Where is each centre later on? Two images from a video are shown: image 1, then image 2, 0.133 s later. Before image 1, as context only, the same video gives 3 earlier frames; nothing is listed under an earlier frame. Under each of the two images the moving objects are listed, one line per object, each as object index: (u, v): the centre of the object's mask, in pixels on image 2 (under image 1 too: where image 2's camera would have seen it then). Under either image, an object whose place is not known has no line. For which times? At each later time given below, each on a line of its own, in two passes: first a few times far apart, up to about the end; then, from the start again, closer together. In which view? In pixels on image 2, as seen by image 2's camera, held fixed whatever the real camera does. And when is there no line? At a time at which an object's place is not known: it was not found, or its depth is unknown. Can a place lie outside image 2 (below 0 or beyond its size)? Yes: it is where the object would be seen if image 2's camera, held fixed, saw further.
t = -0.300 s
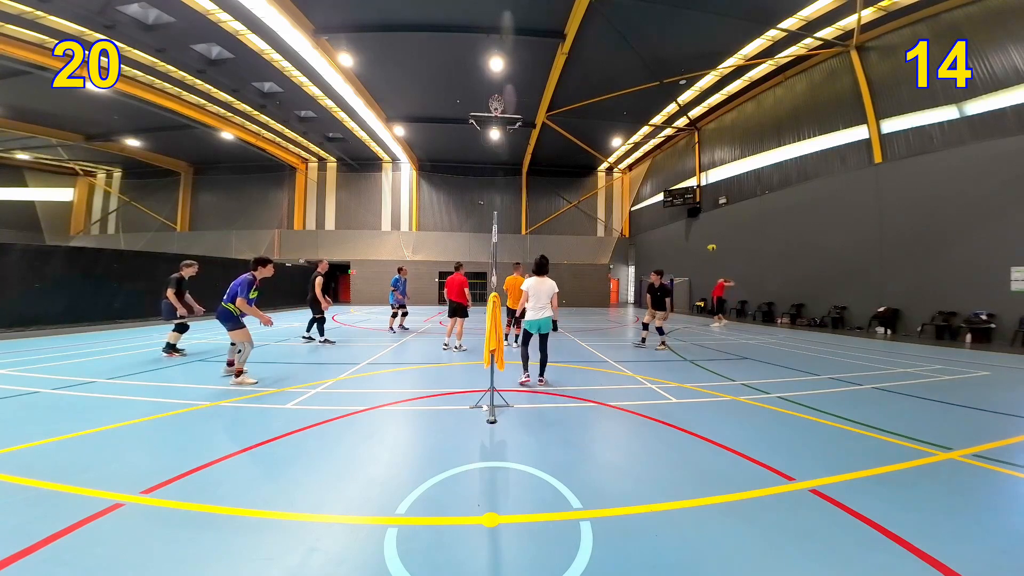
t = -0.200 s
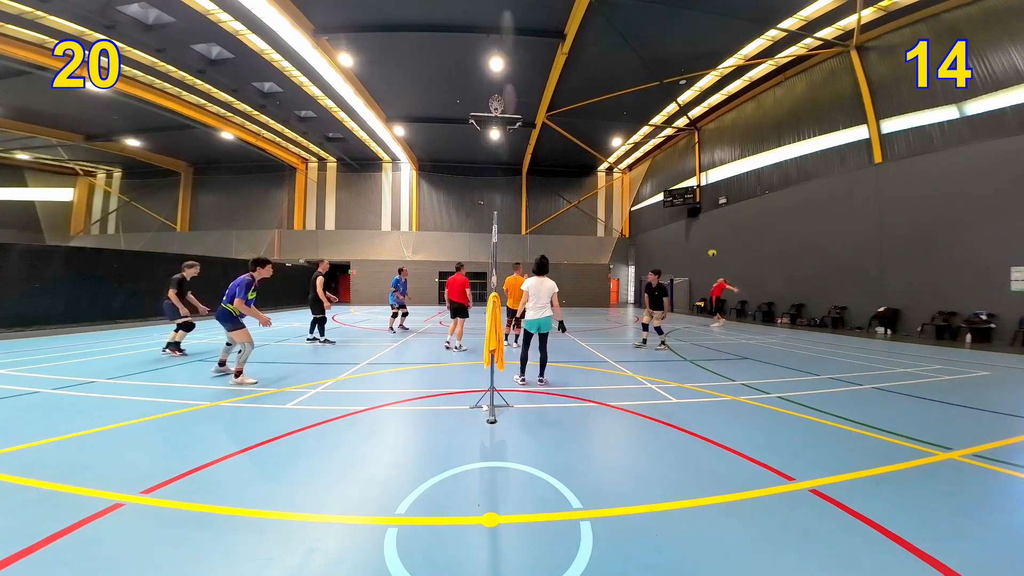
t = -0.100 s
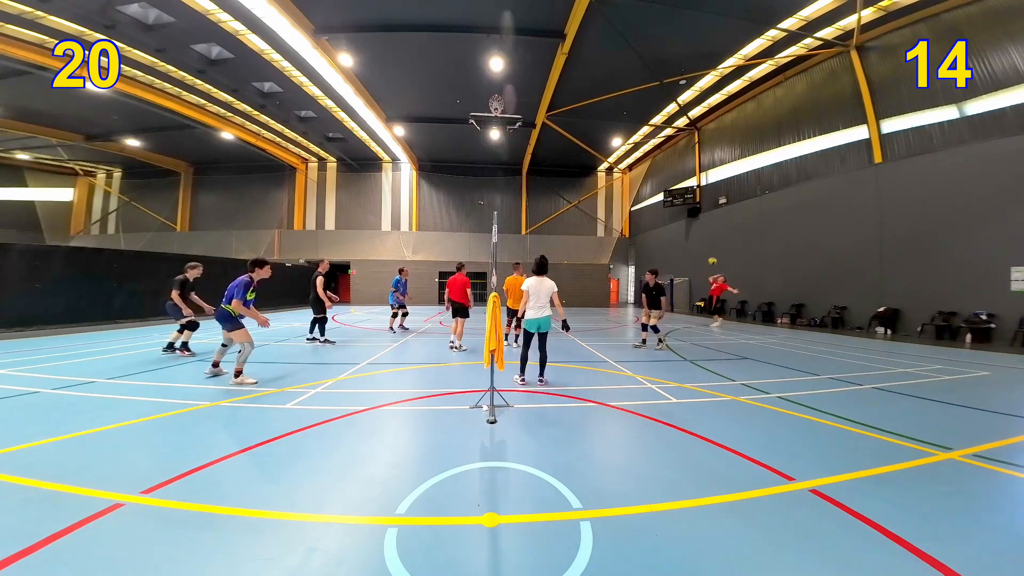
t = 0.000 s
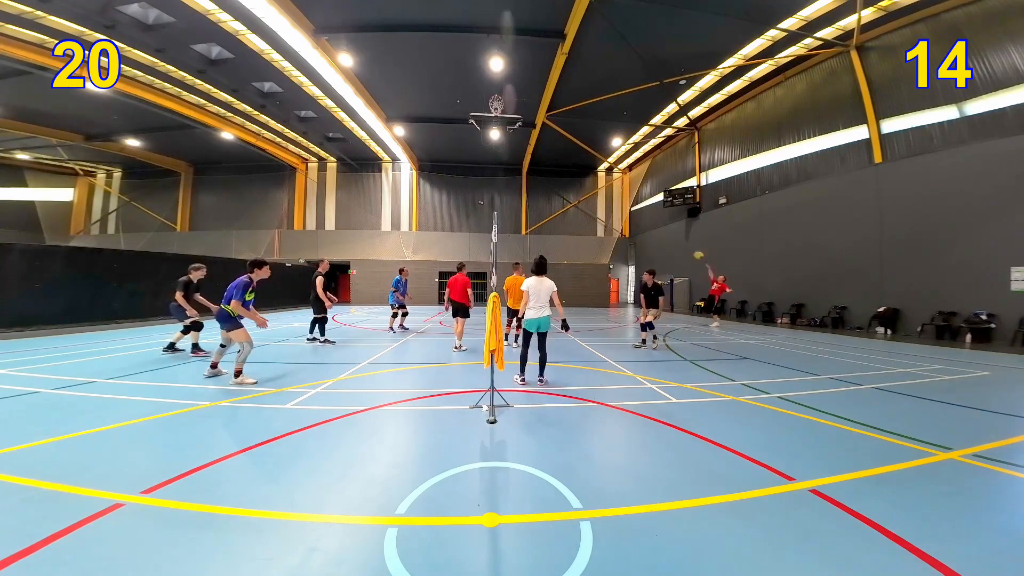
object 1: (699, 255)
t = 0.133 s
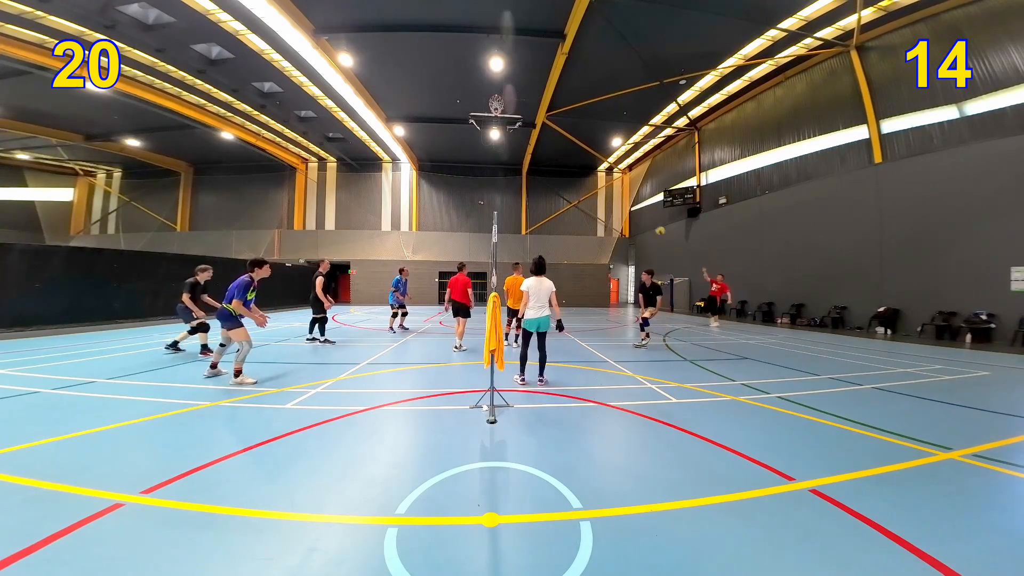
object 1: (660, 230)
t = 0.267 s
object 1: (618, 211)
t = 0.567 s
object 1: (521, 192)
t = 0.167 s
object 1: (650, 225)
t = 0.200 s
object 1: (640, 220)
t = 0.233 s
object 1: (630, 216)
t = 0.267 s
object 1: (618, 211)
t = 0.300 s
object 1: (609, 207)
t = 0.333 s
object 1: (597, 204)
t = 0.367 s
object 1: (586, 201)
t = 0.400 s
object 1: (576, 199)
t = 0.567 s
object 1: (521, 192)
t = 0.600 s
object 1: (510, 192)
